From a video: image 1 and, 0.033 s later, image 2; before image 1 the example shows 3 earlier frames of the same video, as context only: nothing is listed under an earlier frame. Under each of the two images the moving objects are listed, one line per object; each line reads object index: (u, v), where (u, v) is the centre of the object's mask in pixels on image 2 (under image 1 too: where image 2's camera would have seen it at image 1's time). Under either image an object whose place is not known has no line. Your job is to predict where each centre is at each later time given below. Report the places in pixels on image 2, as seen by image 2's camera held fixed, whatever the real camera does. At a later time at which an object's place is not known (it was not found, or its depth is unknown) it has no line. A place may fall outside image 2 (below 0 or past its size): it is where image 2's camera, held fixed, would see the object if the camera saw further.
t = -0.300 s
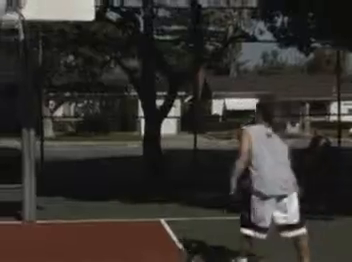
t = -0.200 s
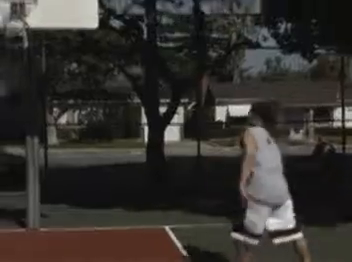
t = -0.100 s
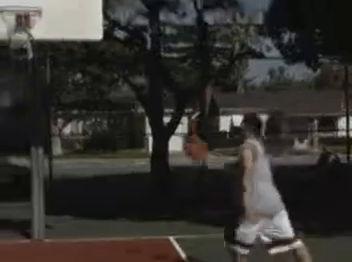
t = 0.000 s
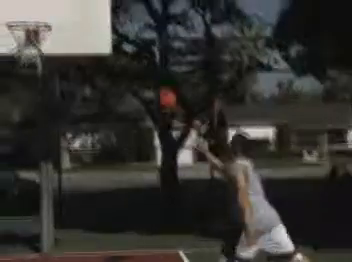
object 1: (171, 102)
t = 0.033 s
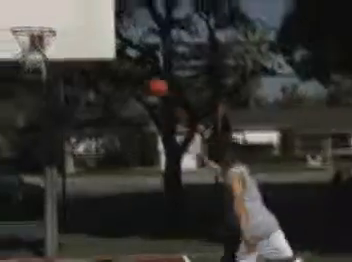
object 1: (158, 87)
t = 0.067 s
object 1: (147, 71)
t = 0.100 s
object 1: (134, 59)
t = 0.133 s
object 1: (124, 42)
